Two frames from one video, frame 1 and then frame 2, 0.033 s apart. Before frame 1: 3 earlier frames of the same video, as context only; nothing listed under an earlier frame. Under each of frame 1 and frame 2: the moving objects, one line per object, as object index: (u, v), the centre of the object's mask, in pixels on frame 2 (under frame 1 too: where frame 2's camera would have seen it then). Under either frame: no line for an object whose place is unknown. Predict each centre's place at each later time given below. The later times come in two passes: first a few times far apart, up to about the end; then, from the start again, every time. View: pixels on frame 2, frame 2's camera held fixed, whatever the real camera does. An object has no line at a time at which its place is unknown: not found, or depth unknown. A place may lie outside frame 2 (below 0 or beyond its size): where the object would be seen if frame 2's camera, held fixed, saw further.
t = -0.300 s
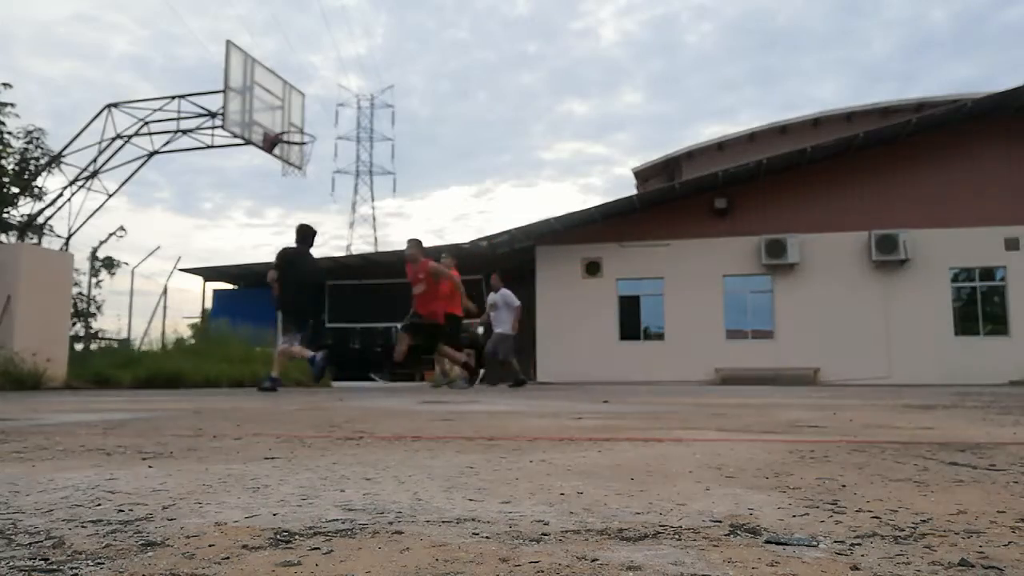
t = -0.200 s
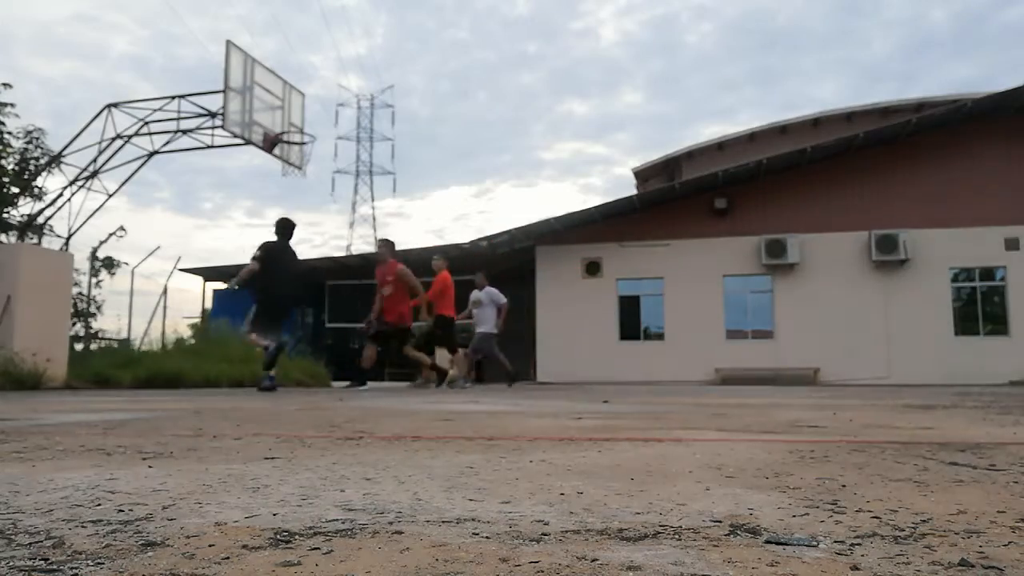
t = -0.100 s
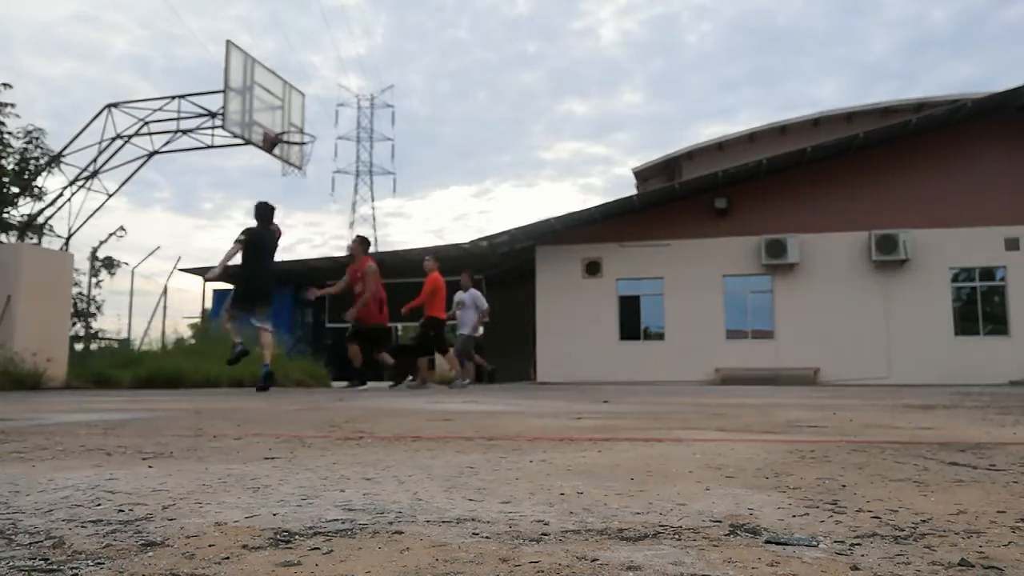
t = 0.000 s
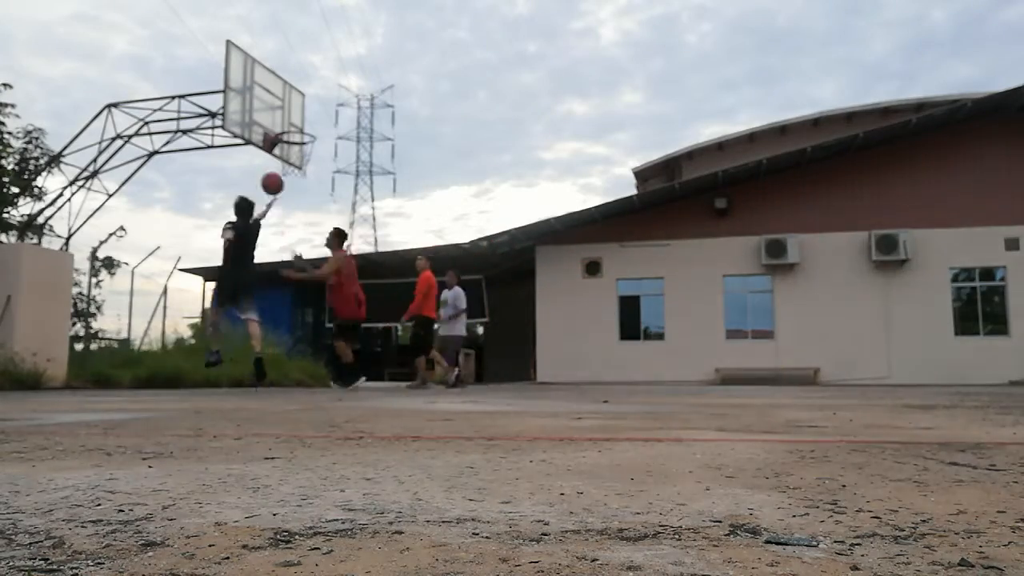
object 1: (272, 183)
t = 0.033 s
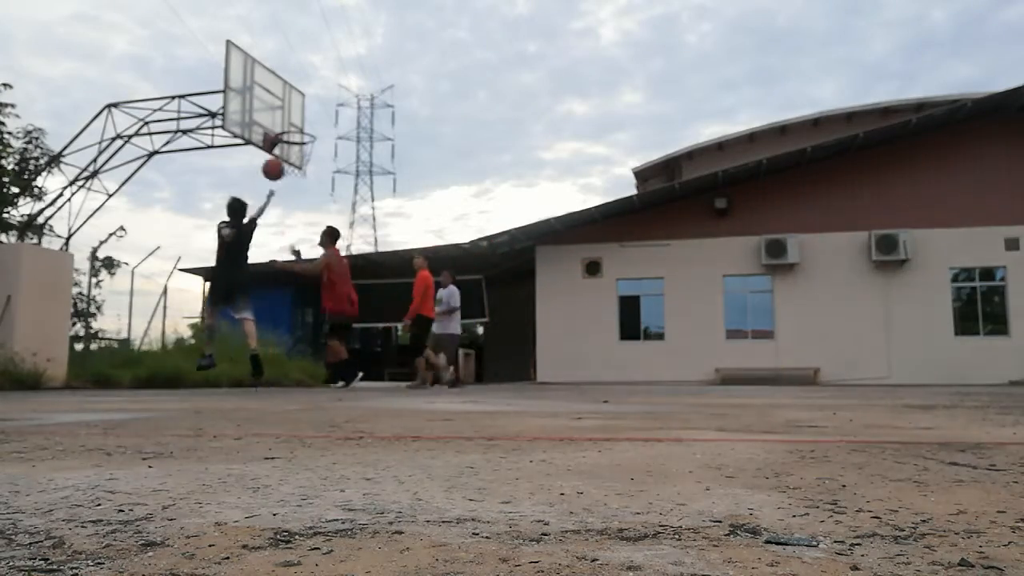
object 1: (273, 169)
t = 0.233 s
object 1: (276, 110)
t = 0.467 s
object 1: (276, 89)
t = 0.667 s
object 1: (276, 105)
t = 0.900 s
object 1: (288, 122)
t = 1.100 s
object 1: (307, 133)
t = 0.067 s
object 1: (273, 156)
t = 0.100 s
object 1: (274, 144)
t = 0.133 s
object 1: (275, 134)
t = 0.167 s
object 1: (275, 125)
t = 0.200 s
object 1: (276, 116)
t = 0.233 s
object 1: (276, 110)
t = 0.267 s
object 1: (276, 104)
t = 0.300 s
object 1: (276, 99)
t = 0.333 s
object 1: (276, 95)
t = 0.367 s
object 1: (277, 92)
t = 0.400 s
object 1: (276, 90)
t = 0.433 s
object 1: (276, 89)
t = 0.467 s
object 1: (276, 89)
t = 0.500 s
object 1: (276, 89)
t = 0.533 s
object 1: (277, 91)
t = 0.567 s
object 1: (277, 93)
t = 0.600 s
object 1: (276, 96)
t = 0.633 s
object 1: (276, 100)
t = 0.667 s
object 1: (276, 105)
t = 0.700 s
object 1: (276, 110)
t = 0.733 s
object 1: (276, 117)
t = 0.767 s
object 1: (276, 124)
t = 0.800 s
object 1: (277, 127)
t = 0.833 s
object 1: (281, 124)
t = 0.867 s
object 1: (284, 123)
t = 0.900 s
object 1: (288, 122)
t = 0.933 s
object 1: (291, 122)
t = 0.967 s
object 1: (294, 122)
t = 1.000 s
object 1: (297, 123)
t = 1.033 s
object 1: (301, 126)
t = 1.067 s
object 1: (303, 129)
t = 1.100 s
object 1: (307, 133)
